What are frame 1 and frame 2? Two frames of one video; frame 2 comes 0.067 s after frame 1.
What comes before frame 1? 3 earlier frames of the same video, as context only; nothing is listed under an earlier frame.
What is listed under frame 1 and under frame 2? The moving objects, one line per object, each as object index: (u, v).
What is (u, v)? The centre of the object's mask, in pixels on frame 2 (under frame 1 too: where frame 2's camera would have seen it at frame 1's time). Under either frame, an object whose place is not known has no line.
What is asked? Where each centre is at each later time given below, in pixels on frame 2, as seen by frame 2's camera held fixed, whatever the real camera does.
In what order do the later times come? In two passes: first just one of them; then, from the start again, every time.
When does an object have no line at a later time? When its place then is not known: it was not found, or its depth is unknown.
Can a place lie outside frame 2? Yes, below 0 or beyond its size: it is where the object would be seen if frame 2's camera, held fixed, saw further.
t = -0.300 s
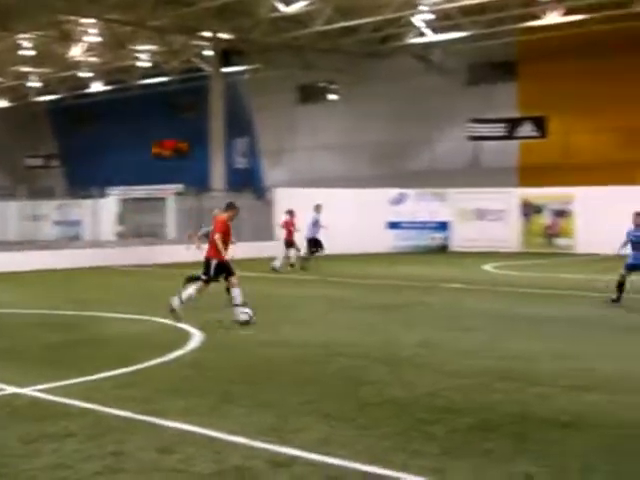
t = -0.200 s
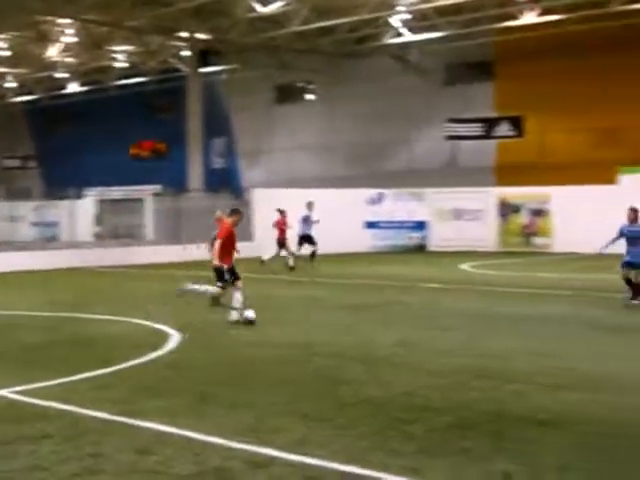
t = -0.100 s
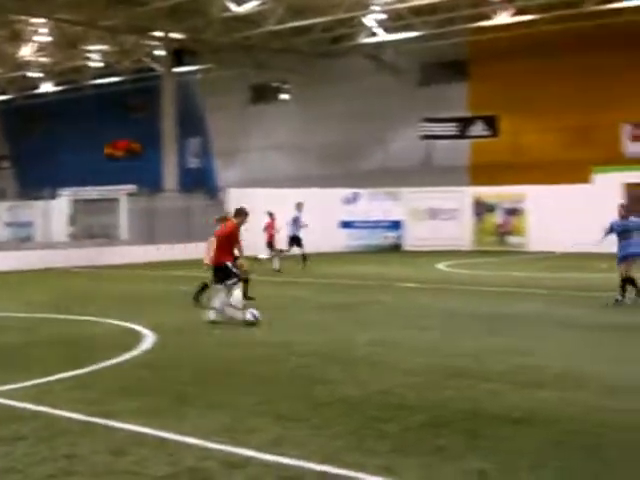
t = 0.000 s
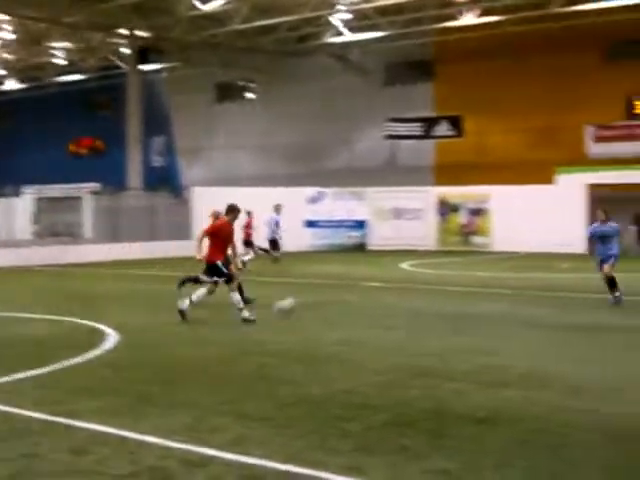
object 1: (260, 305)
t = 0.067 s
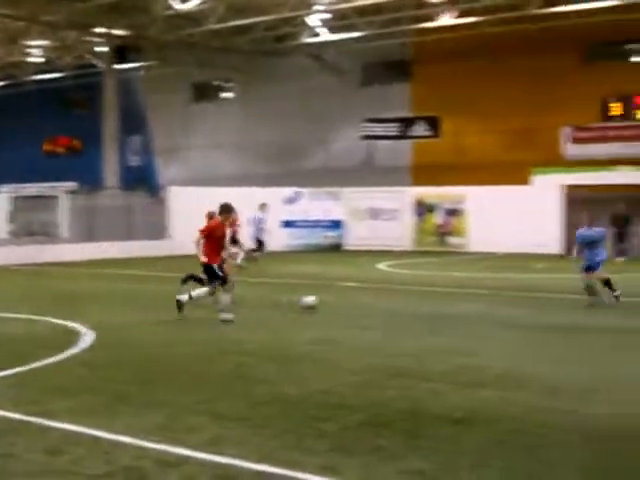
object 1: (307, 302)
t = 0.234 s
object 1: (393, 289)
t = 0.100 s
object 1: (329, 302)
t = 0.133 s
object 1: (347, 299)
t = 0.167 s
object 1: (364, 296)
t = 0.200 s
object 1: (377, 292)
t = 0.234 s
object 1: (393, 289)
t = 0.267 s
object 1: (407, 290)
